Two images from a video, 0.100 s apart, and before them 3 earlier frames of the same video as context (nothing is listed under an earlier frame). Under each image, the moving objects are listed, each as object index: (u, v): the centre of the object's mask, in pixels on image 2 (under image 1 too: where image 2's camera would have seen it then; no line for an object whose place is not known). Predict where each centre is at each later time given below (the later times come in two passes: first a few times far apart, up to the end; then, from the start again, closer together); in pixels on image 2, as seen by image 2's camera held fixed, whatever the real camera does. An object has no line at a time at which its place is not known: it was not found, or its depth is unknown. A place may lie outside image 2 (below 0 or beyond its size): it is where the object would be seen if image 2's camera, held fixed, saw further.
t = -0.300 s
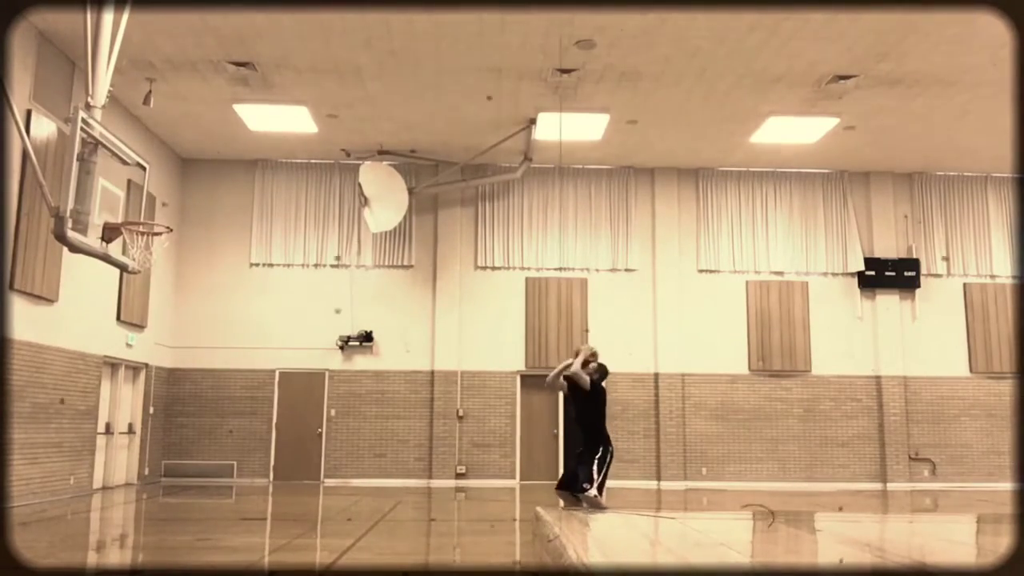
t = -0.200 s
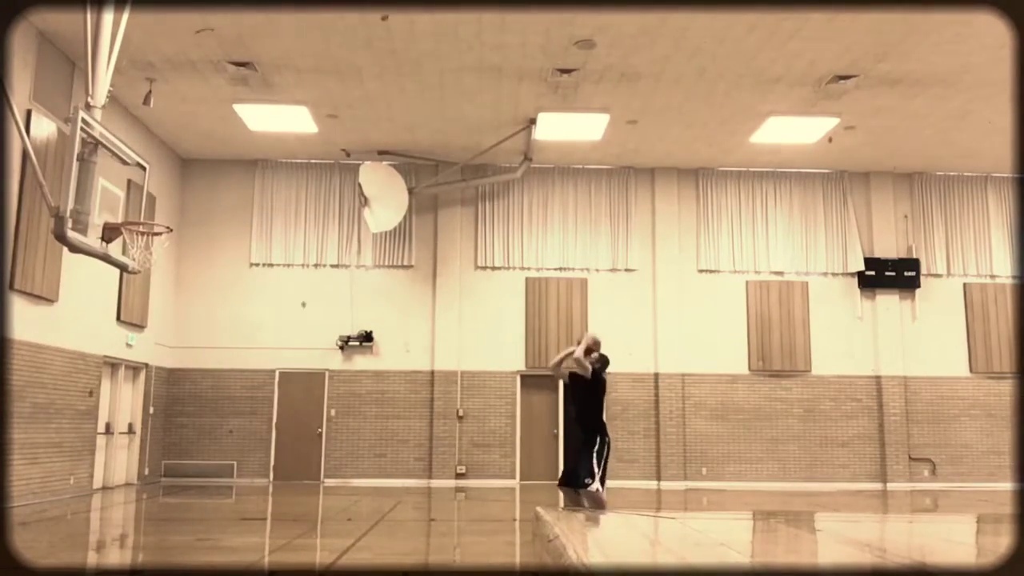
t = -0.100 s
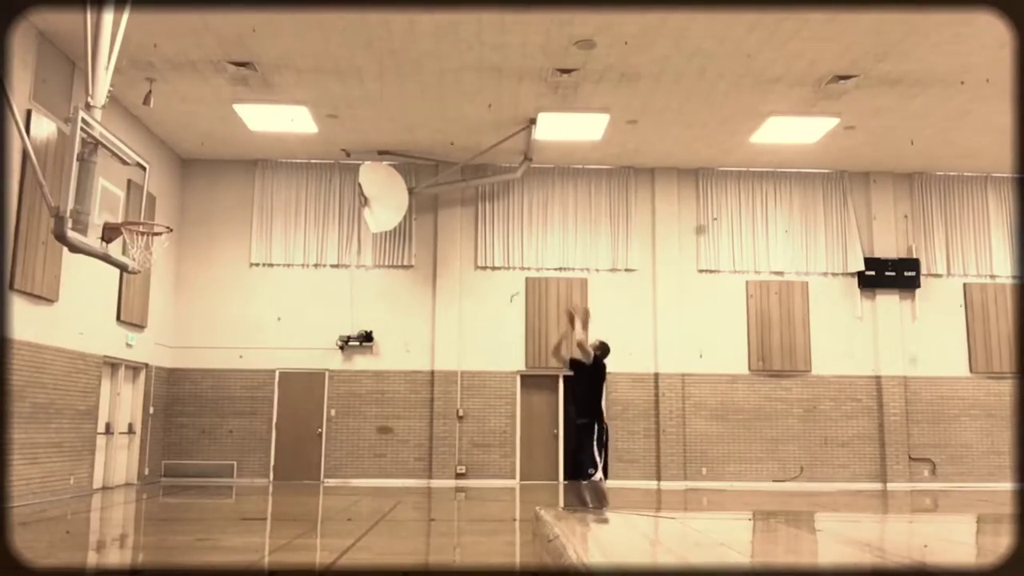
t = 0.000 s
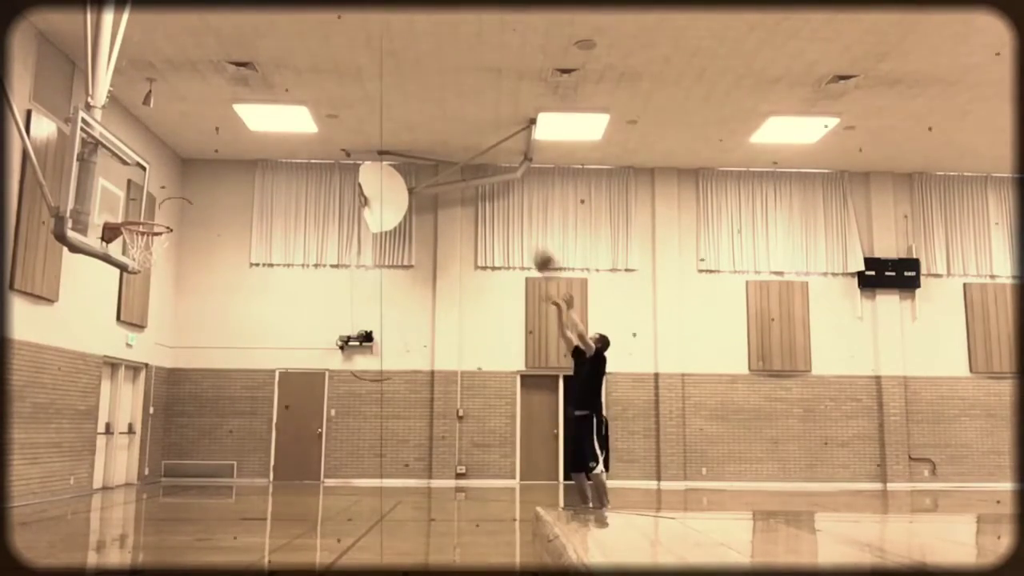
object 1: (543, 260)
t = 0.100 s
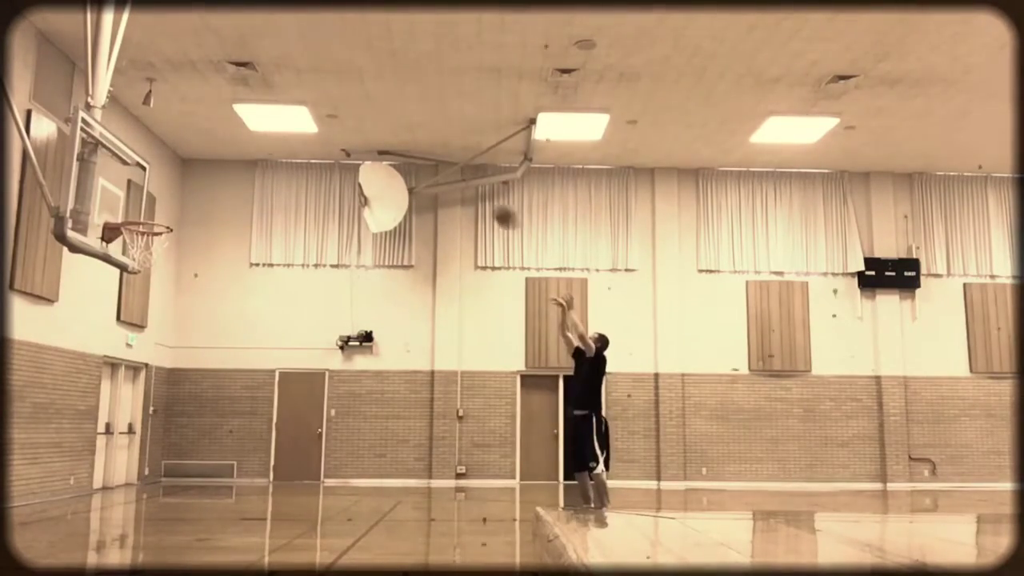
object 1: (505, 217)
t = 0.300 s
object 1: (427, 152)
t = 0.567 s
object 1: (327, 121)
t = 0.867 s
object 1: (208, 163)
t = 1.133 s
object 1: (124, 263)
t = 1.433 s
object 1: (96, 406)
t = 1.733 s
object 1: (103, 455)
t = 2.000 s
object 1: (148, 366)
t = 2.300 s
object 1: (190, 352)
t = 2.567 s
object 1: (221, 411)
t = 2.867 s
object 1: (253, 502)
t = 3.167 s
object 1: (290, 425)
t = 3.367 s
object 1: (310, 424)
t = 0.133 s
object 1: (491, 202)
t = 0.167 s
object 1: (479, 192)
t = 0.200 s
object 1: (466, 182)
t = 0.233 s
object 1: (455, 171)
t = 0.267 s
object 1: (441, 160)
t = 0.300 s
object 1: (427, 152)
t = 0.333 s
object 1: (414, 145)
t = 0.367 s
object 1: (402, 139)
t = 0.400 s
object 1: (389, 133)
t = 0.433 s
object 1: (376, 128)
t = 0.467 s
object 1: (363, 125)
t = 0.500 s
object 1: (351, 122)
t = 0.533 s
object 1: (338, 121)
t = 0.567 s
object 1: (327, 121)
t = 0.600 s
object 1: (316, 121)
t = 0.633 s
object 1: (301, 126)
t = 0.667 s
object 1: (288, 129)
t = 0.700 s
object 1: (275, 133)
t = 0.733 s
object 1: (261, 137)
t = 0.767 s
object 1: (248, 141)
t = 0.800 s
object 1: (236, 146)
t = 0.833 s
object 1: (223, 154)
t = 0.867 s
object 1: (208, 163)
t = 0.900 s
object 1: (196, 172)
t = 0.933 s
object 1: (183, 183)
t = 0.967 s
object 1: (170, 195)
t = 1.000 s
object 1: (156, 211)
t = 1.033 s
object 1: (141, 228)
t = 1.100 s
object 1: (124, 252)
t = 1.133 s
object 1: (124, 263)
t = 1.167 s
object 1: (120, 275)
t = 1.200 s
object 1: (117, 286)
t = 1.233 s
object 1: (115, 300)
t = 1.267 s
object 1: (112, 314)
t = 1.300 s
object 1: (110, 330)
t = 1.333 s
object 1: (107, 347)
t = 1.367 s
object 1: (104, 365)
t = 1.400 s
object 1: (100, 384)
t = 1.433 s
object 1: (96, 406)
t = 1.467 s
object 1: (94, 426)
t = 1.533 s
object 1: (85, 476)
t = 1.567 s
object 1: (81, 501)
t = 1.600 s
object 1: (80, 522)
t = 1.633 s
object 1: (84, 510)
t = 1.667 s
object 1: (90, 490)
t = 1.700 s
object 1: (96, 472)
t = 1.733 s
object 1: (103, 455)
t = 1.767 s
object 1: (110, 440)
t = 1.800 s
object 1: (115, 426)
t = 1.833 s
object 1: (120, 413)
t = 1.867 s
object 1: (126, 402)
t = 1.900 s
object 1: (132, 392)
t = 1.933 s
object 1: (137, 383)
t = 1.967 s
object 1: (142, 375)
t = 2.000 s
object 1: (148, 366)
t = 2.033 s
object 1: (153, 361)
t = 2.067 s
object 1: (157, 357)
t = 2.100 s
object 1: (163, 353)
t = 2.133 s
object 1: (167, 350)
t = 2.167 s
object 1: (172, 348)
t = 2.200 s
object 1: (177, 348)
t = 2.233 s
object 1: (181, 348)
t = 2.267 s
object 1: (185, 350)
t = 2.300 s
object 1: (190, 352)
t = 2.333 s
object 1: (194, 355)
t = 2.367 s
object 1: (199, 360)
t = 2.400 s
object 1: (203, 366)
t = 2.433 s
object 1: (206, 373)
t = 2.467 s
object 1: (210, 381)
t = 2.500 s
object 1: (214, 391)
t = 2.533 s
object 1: (217, 401)
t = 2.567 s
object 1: (221, 411)
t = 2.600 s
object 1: (225, 423)
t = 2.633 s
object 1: (228, 438)
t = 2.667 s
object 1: (231, 448)
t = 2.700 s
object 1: (234, 467)
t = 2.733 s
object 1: (239, 485)
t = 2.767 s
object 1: (242, 503)
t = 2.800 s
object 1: (245, 522)
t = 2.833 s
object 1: (250, 514)
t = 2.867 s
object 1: (253, 502)
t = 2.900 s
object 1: (258, 487)
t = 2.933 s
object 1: (261, 477)
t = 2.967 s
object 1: (266, 466)
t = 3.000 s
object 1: (270, 457)
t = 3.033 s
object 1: (275, 447)
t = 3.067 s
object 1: (278, 440)
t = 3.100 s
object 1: (281, 434)
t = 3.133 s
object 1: (286, 429)
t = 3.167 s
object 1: (290, 425)
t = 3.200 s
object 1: (293, 422)
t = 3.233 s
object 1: (296, 421)
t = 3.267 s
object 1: (300, 420)
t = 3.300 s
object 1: (303, 420)
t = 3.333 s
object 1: (306, 422)
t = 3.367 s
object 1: (310, 424)
